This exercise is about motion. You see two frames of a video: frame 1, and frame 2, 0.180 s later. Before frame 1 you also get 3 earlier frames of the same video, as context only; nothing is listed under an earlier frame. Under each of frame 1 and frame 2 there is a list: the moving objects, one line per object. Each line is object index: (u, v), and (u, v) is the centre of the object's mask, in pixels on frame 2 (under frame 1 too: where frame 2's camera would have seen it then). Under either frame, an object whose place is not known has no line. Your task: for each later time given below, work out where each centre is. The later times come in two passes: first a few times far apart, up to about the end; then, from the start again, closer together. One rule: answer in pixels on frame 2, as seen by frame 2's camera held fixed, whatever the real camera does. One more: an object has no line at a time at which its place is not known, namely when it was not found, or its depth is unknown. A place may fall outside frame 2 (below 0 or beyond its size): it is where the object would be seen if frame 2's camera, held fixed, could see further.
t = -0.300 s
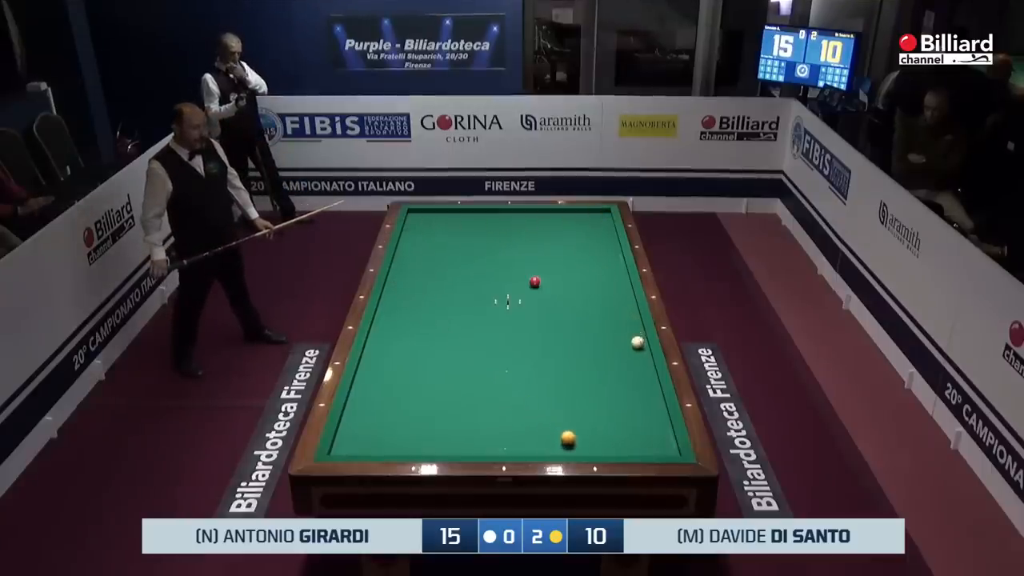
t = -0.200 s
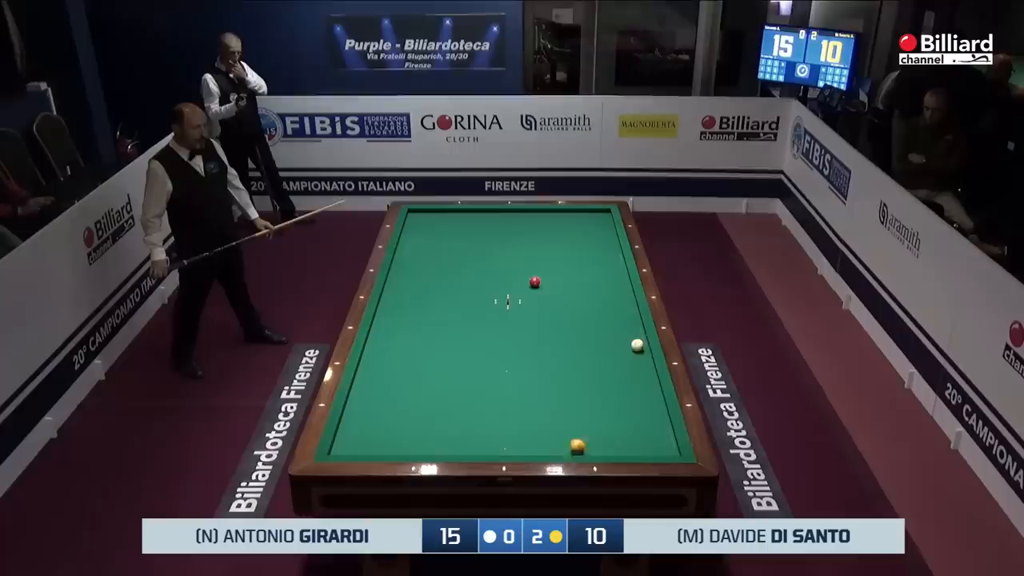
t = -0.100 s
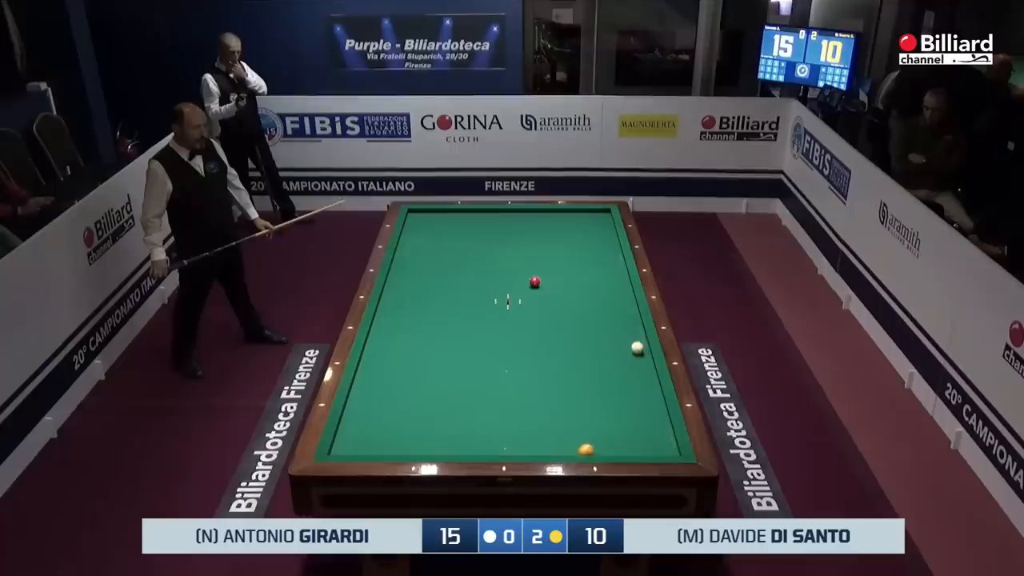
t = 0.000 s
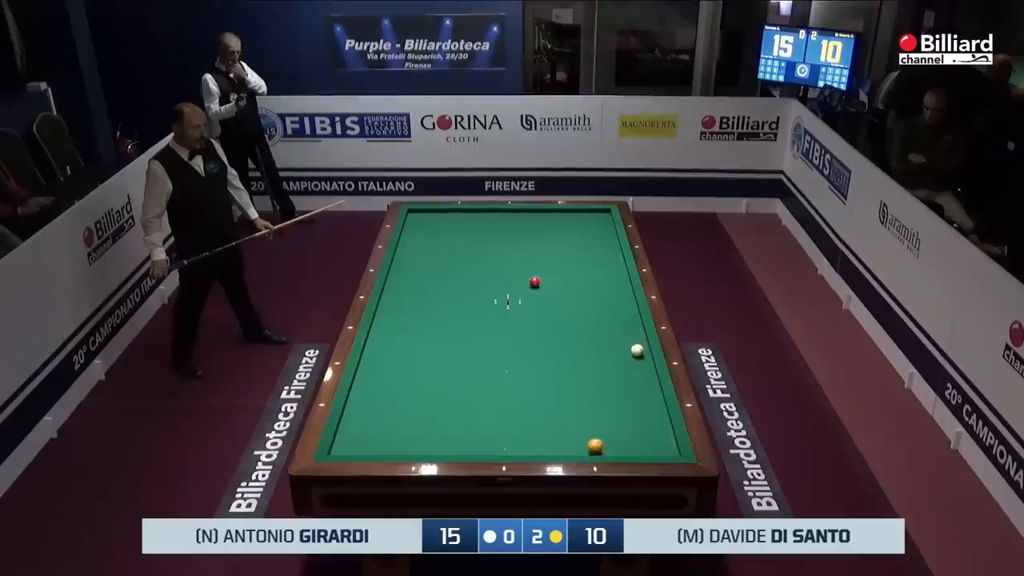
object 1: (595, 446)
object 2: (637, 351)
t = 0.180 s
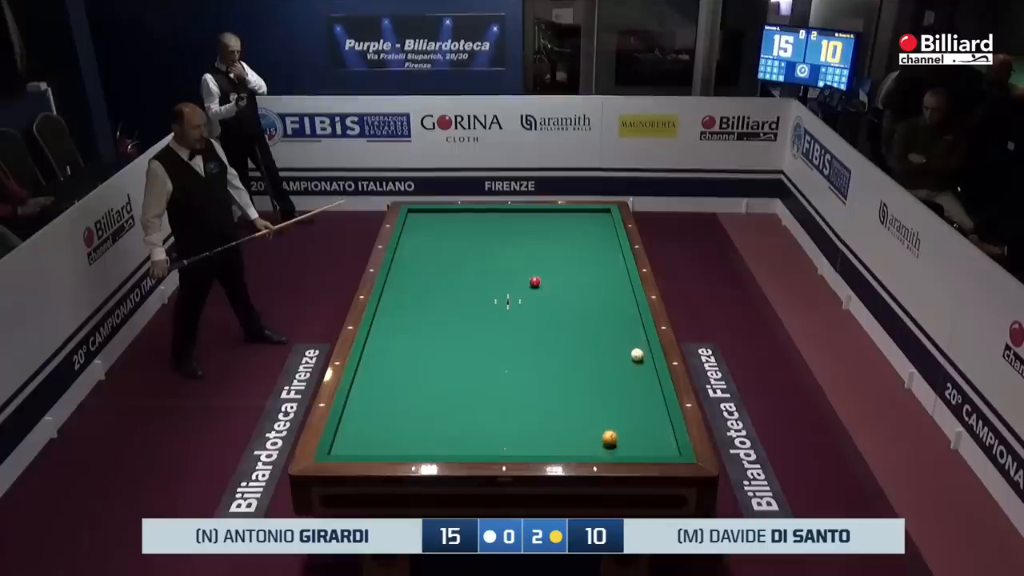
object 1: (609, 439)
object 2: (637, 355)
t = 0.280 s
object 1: (617, 434)
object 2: (637, 358)
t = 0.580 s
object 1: (639, 422)
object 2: (637, 365)
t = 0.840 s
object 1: (658, 411)
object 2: (637, 371)
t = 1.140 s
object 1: (647, 401)
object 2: (637, 377)
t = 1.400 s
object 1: (633, 392)
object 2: (637, 381)
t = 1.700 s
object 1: (615, 387)
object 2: (641, 384)
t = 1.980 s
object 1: (598, 384)
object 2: (645, 384)
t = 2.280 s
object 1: (581, 380)
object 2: (648, 385)
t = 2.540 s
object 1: (568, 377)
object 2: (650, 385)
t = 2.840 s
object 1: (553, 374)
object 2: (651, 385)
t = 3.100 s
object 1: (541, 372)
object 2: (651, 385)
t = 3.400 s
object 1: (528, 369)
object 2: (651, 385)
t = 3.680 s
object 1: (517, 366)
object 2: (651, 385)
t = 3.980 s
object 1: (505, 364)
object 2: (651, 385)
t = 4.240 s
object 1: (497, 363)
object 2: (651, 385)
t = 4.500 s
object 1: (488, 361)
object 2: (651, 385)
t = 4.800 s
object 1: (479, 358)
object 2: (651, 385)
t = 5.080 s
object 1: (472, 357)
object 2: (651, 385)
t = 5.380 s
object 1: (465, 355)
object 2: (651, 385)
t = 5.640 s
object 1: (460, 354)
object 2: (651, 385)
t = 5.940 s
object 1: (454, 352)
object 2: (652, 385)
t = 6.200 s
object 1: (450, 352)
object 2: (652, 385)
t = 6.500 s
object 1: (446, 350)
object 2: (652, 385)
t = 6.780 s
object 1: (443, 349)
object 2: (652, 385)
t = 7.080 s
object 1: (441, 348)
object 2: (652, 385)
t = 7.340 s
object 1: (439, 347)
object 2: (652, 385)
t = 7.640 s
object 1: (438, 347)
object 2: (652, 385)
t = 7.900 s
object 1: (437, 346)
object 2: (652, 385)
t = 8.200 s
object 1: (437, 345)
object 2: (652, 385)
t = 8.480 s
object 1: (437, 345)
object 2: (652, 385)
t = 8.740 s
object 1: (437, 345)
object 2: (652, 385)
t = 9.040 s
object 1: (436, 345)
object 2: (652, 385)
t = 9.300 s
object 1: (436, 345)
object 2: (652, 385)
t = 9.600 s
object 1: (437, 345)
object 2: (652, 385)
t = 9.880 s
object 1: (436, 345)
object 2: (652, 385)
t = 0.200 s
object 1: (611, 438)
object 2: (637, 356)
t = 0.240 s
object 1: (614, 436)
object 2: (637, 356)
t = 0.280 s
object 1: (617, 434)
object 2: (637, 358)
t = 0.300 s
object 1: (618, 433)
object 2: (637, 358)
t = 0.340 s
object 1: (622, 432)
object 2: (637, 359)
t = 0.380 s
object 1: (625, 430)
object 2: (637, 360)
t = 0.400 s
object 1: (626, 429)
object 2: (637, 360)
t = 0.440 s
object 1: (629, 428)
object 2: (637, 361)
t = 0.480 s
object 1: (632, 426)
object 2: (637, 362)
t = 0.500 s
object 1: (634, 425)
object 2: (637, 363)
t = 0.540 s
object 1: (637, 423)
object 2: (637, 364)
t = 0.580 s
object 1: (639, 422)
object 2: (637, 365)
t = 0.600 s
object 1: (641, 421)
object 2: (637, 365)
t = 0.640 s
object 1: (644, 419)
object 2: (637, 366)
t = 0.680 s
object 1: (647, 418)
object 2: (637, 367)
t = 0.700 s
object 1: (648, 417)
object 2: (637, 368)
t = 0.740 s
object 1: (651, 415)
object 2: (637, 368)
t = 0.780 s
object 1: (654, 414)
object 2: (637, 369)
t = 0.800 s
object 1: (655, 413)
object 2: (637, 370)
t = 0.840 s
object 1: (658, 411)
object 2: (637, 371)
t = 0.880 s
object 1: (660, 410)
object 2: (637, 372)
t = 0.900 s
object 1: (661, 409)
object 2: (637, 372)
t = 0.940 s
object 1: (658, 407)
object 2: (637, 373)
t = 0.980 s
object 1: (656, 406)
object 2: (637, 373)
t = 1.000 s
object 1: (655, 405)
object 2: (637, 374)
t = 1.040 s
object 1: (653, 404)
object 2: (637, 375)
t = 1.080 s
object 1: (650, 403)
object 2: (637, 375)
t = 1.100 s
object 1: (649, 402)
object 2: (637, 376)
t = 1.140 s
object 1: (647, 401)
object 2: (637, 377)
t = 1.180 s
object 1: (645, 399)
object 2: (637, 378)
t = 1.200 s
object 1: (644, 398)
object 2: (637, 378)
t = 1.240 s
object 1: (641, 397)
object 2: (637, 379)
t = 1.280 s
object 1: (640, 396)
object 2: (637, 380)
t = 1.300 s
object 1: (638, 395)
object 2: (637, 380)
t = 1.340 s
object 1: (637, 394)
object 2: (637, 380)
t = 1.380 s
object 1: (634, 393)
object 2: (637, 380)
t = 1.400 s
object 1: (633, 392)
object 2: (637, 381)
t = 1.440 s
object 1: (632, 391)
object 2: (638, 381)
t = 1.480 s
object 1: (629, 390)
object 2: (638, 382)
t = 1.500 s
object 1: (627, 390)
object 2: (638, 383)
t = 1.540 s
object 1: (625, 389)
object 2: (639, 384)
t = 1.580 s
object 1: (622, 389)
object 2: (639, 384)
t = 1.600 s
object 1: (621, 388)
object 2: (639, 384)
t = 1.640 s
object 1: (619, 388)
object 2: (640, 384)
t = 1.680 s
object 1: (616, 387)
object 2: (641, 384)
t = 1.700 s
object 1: (615, 387)
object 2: (641, 384)
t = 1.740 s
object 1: (612, 387)
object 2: (642, 384)
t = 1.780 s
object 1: (610, 386)
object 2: (642, 384)
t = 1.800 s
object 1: (609, 386)
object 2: (643, 384)
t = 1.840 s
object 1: (606, 385)
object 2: (643, 384)
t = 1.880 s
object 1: (604, 385)
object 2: (644, 384)
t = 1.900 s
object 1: (603, 385)
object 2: (644, 384)
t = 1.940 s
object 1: (600, 384)
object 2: (644, 384)
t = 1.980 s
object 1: (598, 384)
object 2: (645, 384)
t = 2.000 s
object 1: (597, 383)
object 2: (645, 384)
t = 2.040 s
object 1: (595, 383)
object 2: (645, 384)
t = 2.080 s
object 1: (593, 382)
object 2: (646, 384)
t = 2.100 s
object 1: (591, 382)
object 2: (646, 384)
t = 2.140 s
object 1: (589, 382)
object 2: (646, 384)
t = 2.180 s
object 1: (587, 381)
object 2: (647, 385)
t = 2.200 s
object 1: (586, 381)
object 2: (647, 384)
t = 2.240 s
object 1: (583, 381)
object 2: (647, 385)
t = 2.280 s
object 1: (581, 380)
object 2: (648, 385)
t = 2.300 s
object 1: (580, 380)
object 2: (648, 384)
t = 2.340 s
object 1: (578, 380)
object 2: (648, 385)
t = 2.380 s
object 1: (576, 379)
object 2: (648, 385)
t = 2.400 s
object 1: (575, 379)
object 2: (649, 385)
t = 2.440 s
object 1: (573, 379)
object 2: (649, 385)
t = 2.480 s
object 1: (571, 378)
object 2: (649, 385)
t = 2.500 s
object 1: (570, 378)
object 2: (649, 385)
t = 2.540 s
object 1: (568, 377)
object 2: (650, 385)
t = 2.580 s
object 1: (566, 377)
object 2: (650, 385)
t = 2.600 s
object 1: (565, 377)
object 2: (650, 385)
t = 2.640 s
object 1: (562, 377)
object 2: (650, 385)
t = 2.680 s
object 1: (560, 376)
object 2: (650, 385)
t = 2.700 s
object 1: (559, 376)
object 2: (650, 385)
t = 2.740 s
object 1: (557, 375)
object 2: (650, 385)
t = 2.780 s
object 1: (556, 375)
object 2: (651, 384)
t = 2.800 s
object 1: (554, 375)
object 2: (651, 385)
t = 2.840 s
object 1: (553, 374)
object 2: (651, 385)
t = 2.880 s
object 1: (551, 374)
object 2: (651, 385)
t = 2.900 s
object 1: (550, 374)
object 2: (651, 385)
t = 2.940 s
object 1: (548, 373)
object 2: (651, 385)
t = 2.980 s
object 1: (546, 373)
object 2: (651, 385)
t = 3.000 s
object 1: (545, 373)
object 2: (651, 385)
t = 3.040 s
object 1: (543, 373)
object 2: (651, 385)
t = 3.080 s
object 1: (542, 372)
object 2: (651, 385)
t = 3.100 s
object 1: (541, 372)
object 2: (651, 385)
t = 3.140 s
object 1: (539, 371)
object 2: (651, 385)
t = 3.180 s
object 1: (537, 371)
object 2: (651, 385)
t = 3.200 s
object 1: (536, 371)
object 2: (651, 385)
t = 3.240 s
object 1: (535, 370)
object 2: (651, 385)
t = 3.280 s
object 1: (533, 370)
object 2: (651, 385)
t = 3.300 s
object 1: (532, 370)
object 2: (651, 385)
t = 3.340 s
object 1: (530, 370)
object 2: (651, 385)
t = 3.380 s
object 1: (529, 369)
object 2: (651, 385)
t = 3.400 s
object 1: (528, 369)
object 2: (651, 385)
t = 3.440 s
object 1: (526, 369)
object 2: (651, 385)
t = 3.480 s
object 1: (525, 368)
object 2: (651, 385)
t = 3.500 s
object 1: (524, 368)
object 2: (651, 385)
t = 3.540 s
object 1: (522, 368)
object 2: (651, 385)
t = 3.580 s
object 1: (521, 367)
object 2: (651, 385)
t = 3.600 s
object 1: (520, 367)
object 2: (651, 385)
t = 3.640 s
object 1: (518, 367)
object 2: (651, 385)
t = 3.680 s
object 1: (517, 366)
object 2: (651, 385)
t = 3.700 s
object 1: (516, 367)
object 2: (651, 385)
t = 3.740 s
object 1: (514, 366)
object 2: (651, 385)
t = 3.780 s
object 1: (513, 366)
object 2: (651, 385)
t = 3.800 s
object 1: (512, 366)
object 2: (651, 385)
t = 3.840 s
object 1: (510, 365)
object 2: (651, 385)
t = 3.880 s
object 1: (509, 365)
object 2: (651, 385)
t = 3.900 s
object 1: (508, 365)
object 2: (651, 385)
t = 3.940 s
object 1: (507, 365)
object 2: (651, 385)
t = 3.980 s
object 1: (505, 364)
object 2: (651, 385)
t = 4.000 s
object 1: (505, 364)
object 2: (651, 385)
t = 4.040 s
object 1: (503, 364)
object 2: (651, 385)
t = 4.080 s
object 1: (502, 363)
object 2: (651, 385)
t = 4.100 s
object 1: (501, 363)
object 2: (651, 385)
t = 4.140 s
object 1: (500, 363)
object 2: (651, 385)
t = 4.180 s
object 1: (498, 363)
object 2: (651, 385)
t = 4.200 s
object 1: (498, 363)
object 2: (651, 385)
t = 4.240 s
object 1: (497, 363)
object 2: (651, 385)
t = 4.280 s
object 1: (495, 362)
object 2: (651, 385)
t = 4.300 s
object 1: (494, 362)
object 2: (651, 385)
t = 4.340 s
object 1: (493, 362)
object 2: (651, 385)
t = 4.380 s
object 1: (492, 362)
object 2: (651, 385)
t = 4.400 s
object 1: (491, 361)
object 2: (651, 385)
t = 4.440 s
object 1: (490, 361)
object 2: (651, 385)
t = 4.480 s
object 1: (489, 361)
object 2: (651, 385)
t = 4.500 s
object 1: (488, 361)
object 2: (651, 385)
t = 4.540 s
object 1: (487, 360)
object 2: (651, 385)
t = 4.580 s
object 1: (486, 360)
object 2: (651, 385)
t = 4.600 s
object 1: (485, 360)
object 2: (651, 385)
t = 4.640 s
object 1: (484, 359)
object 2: (651, 385)
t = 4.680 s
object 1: (483, 359)
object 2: (651, 385)
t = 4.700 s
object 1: (482, 359)
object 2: (651, 385)
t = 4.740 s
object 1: (481, 359)
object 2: (651, 385)
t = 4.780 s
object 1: (480, 359)
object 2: (651, 385)
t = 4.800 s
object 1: (479, 358)
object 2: (651, 385)
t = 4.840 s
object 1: (479, 358)
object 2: (651, 385)
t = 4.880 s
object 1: (478, 358)
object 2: (651, 385)
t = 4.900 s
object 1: (477, 358)
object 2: (651, 385)
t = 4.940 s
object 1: (476, 358)
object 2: (651, 385)
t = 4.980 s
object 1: (475, 358)
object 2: (651, 385)
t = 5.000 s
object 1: (474, 357)
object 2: (651, 385)
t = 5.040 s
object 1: (473, 357)
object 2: (651, 385)
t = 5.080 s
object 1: (472, 357)
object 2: (651, 385)
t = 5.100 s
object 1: (472, 357)
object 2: (651, 385)
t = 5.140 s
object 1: (471, 356)
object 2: (651, 385)
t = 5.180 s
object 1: (470, 356)
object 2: (651, 385)
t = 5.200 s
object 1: (469, 356)
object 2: (651, 385)
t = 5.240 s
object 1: (468, 356)
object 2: (651, 385)
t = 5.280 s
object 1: (468, 356)
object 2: (651, 385)
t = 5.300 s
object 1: (467, 356)
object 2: (651, 385)
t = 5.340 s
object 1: (466, 355)
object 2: (651, 385)
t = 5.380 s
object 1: (465, 355)
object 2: (651, 385)
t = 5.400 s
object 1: (465, 355)
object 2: (651, 385)
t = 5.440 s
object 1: (464, 355)
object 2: (651, 385)
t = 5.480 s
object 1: (463, 355)
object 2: (651, 385)
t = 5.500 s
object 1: (462, 354)
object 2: (651, 385)
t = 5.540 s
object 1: (462, 354)
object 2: (651, 385)
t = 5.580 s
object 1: (461, 354)
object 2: (651, 385)
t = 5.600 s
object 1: (461, 354)
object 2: (651, 385)
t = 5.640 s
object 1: (460, 354)
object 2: (651, 385)
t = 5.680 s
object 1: (459, 353)
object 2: (651, 385)
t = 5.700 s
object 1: (459, 353)
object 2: (651, 385)
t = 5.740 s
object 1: (458, 353)
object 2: (651, 385)
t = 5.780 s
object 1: (457, 353)
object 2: (651, 385)
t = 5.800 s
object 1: (457, 353)
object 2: (652, 385)
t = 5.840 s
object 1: (456, 353)
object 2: (652, 385)
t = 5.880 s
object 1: (456, 353)
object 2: (652, 385)
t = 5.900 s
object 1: (455, 352)
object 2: (652, 385)
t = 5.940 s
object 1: (454, 352)
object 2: (652, 385)
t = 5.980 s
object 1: (454, 352)
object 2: (652, 385)
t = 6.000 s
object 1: (454, 352)
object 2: (652, 385)
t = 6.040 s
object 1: (453, 352)
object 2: (652, 385)
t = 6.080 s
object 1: (452, 352)
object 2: (652, 385)
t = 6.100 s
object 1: (452, 352)
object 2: (652, 385)
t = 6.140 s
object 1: (451, 352)
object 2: (652, 385)
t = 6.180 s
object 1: (451, 351)
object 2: (652, 385)
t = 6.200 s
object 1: (450, 352)
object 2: (652, 385)
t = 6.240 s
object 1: (450, 351)
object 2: (652, 385)
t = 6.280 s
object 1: (449, 351)
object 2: (652, 385)
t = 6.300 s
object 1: (449, 351)
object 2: (652, 385)
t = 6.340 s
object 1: (448, 351)
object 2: (652, 385)
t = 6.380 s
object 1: (448, 351)
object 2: (652, 385)
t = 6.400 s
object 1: (448, 350)
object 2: (652, 385)
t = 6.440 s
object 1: (447, 350)
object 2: (652, 385)
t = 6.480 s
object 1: (447, 350)
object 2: (652, 385)
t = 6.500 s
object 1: (446, 350)
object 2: (652, 385)
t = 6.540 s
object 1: (446, 350)
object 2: (652, 385)
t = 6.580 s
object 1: (446, 350)
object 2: (652, 385)
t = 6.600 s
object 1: (445, 350)
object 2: (652, 385)
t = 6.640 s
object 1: (445, 350)
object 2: (652, 385)
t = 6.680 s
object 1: (444, 349)
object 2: (652, 385)
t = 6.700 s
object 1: (444, 349)
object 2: (652, 385)
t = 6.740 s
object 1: (444, 349)
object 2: (652, 385)
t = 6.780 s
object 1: (443, 349)
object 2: (652, 385)
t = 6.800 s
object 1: (443, 349)
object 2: (652, 385)
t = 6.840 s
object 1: (442, 349)
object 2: (652, 385)
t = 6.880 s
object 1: (442, 349)
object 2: (652, 385)
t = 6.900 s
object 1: (442, 349)
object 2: (652, 385)
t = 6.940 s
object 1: (442, 349)
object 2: (652, 385)
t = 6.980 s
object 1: (442, 349)
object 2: (652, 385)
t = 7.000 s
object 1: (441, 348)
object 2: (652, 385)
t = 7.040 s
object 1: (441, 348)
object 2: (652, 385)
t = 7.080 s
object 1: (441, 348)
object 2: (652, 385)
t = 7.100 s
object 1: (441, 348)
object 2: (652, 385)
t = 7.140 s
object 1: (440, 348)
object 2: (652, 385)
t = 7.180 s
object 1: (440, 348)
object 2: (652, 385)
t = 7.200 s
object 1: (440, 348)
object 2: (652, 385)
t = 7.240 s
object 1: (440, 348)
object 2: (652, 385)
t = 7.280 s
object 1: (440, 348)
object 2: (652, 385)
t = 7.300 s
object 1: (439, 347)
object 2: (652, 385)
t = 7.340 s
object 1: (439, 347)
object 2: (652, 385)
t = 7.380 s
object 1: (439, 347)
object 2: (652, 385)
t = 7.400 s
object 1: (439, 347)
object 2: (652, 385)
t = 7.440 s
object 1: (439, 347)
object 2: (652, 385)
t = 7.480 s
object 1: (439, 347)
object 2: (652, 385)
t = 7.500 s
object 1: (438, 347)
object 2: (652, 385)
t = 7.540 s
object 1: (438, 347)
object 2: (652, 385)
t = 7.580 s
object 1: (438, 347)
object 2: (652, 385)
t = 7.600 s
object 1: (438, 347)
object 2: (652, 385)
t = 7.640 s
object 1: (438, 347)
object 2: (652, 385)
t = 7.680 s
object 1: (438, 347)
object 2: (652, 385)
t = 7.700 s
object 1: (438, 346)
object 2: (652, 385)
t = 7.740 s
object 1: (437, 346)
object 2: (652, 385)
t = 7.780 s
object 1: (437, 346)
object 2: (652, 385)
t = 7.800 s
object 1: (437, 346)
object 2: (652, 385)
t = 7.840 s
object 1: (437, 346)
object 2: (652, 385)
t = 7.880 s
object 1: (437, 346)
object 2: (652, 385)
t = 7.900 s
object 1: (437, 346)
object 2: (652, 385)
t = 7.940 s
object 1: (437, 346)
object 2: (652, 385)
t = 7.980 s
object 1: (437, 346)
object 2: (652, 385)
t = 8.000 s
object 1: (437, 346)
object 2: (652, 385)
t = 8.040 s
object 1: (437, 346)
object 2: (652, 385)
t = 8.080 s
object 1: (437, 346)
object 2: (652, 385)
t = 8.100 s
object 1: (437, 346)
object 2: (652, 385)
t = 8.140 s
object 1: (437, 345)
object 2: (652, 385)
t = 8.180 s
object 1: (437, 345)
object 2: (652, 385)
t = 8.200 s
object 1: (437, 345)
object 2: (652, 385)
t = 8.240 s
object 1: (437, 345)
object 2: (652, 385)
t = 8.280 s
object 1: (437, 345)
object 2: (652, 385)
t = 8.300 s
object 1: (437, 345)
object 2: (652, 385)
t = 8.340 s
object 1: (437, 345)
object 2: (652, 385)
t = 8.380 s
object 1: (437, 345)
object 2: (652, 385)
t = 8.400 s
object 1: (437, 345)
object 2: (652, 385)
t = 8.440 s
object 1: (437, 345)
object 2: (652, 385)
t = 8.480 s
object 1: (437, 345)
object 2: (652, 385)
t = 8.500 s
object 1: (437, 345)
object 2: (652, 385)
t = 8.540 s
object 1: (437, 345)
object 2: (652, 385)
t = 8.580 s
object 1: (437, 345)
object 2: (652, 385)
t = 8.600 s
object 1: (437, 345)
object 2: (652, 385)
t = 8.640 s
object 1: (437, 345)
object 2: (652, 385)
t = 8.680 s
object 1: (437, 345)
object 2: (652, 385)
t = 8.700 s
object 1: (437, 345)
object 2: (652, 385)
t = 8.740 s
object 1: (437, 345)
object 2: (652, 385)
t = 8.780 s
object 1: (437, 345)
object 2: (652, 385)
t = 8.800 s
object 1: (436, 345)
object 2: (652, 385)
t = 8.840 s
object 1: (436, 345)
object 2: (652, 385)
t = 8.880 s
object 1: (436, 345)
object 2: (652, 385)
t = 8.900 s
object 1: (436, 345)
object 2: (652, 385)
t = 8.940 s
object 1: (436, 345)
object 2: (652, 385)
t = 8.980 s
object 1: (436, 345)
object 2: (652, 385)
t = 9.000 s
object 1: (436, 345)
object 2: (652, 385)
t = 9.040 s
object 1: (436, 345)
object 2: (652, 385)
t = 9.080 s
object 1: (436, 345)
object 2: (652, 385)
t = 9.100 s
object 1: (436, 345)
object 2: (652, 385)
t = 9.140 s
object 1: (436, 345)
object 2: (652, 385)
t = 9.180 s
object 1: (436, 345)
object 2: (652, 385)
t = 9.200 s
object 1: (436, 345)
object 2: (652, 385)
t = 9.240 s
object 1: (436, 345)
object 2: (652, 385)
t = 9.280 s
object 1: (436, 345)
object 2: (652, 385)
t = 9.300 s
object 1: (436, 345)
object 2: (652, 385)
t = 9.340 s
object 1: (436, 345)
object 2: (652, 385)
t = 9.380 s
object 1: (436, 345)
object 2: (652, 385)
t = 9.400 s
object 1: (436, 345)
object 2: (652, 385)
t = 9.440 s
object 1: (436, 345)
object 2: (652, 385)
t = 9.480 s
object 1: (436, 345)
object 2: (652, 385)
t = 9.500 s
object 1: (436, 345)
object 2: (652, 385)
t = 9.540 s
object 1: (436, 345)
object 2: (652, 385)
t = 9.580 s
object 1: (436, 345)
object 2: (652, 385)
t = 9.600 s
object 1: (437, 345)
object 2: (652, 385)
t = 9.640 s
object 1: (436, 345)
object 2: (652, 385)
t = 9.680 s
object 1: (437, 345)
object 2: (652, 385)
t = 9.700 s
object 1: (436, 345)
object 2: (652, 385)
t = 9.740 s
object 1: (436, 345)
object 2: (652, 385)
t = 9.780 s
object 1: (436, 345)
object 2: (652, 385)
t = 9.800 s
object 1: (436, 345)
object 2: (652, 385)
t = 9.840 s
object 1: (436, 345)
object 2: (652, 385)
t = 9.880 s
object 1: (436, 345)
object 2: (652, 385)
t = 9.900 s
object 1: (437, 345)
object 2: (652, 385)
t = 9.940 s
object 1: (436, 345)
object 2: (652, 385)
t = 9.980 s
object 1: (437, 345)
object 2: (652, 385)
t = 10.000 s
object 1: (436, 345)
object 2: (652, 385)
